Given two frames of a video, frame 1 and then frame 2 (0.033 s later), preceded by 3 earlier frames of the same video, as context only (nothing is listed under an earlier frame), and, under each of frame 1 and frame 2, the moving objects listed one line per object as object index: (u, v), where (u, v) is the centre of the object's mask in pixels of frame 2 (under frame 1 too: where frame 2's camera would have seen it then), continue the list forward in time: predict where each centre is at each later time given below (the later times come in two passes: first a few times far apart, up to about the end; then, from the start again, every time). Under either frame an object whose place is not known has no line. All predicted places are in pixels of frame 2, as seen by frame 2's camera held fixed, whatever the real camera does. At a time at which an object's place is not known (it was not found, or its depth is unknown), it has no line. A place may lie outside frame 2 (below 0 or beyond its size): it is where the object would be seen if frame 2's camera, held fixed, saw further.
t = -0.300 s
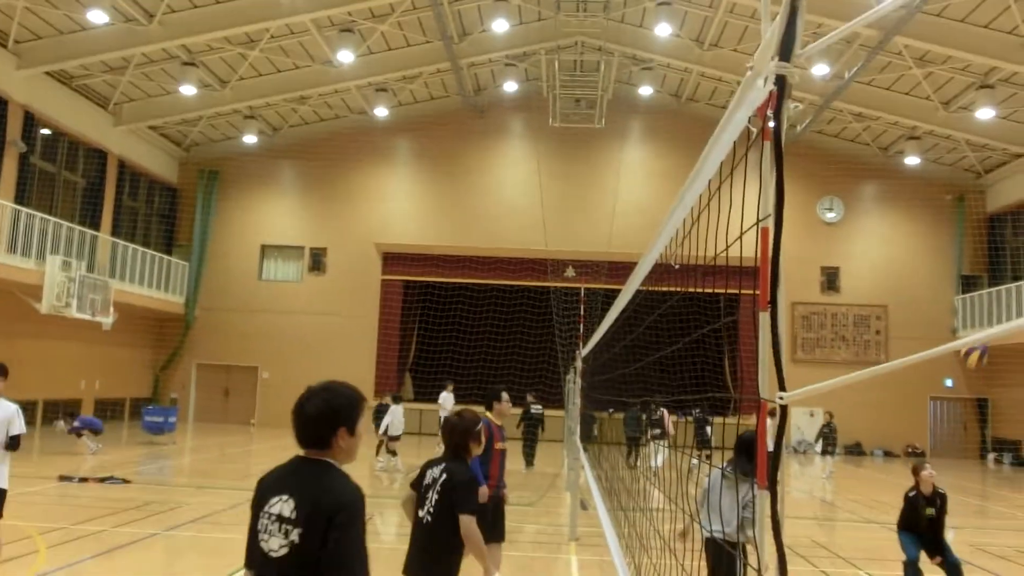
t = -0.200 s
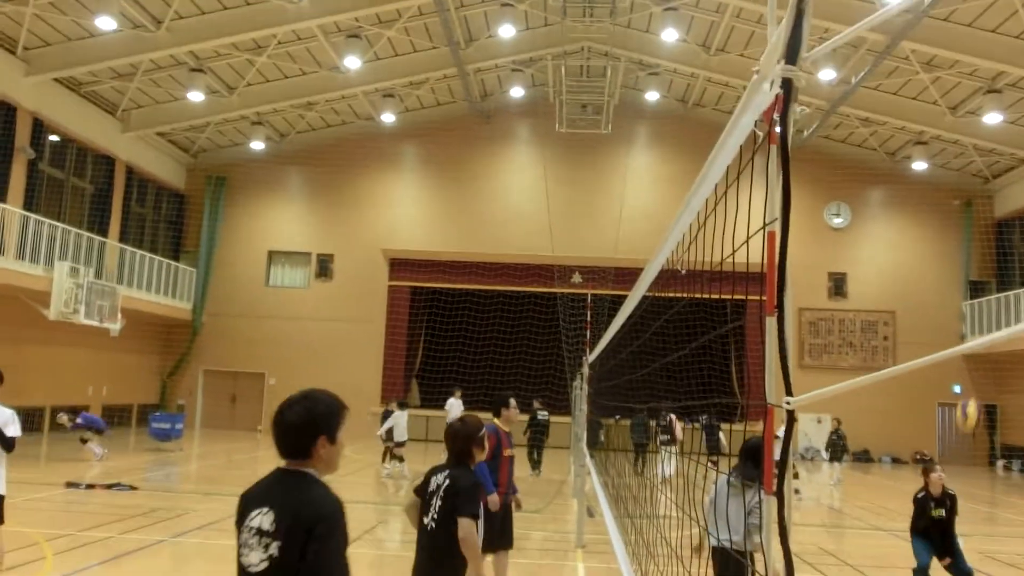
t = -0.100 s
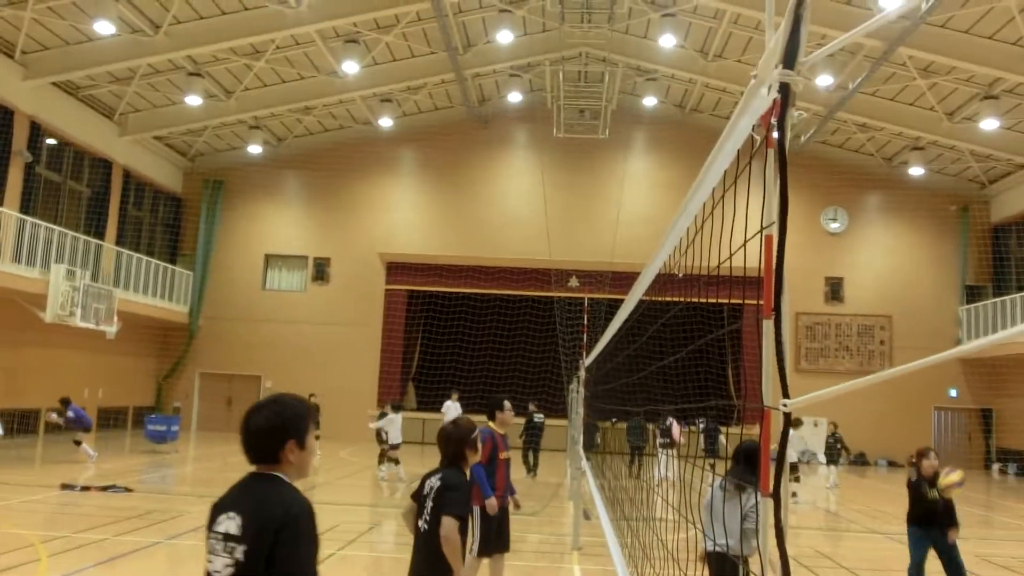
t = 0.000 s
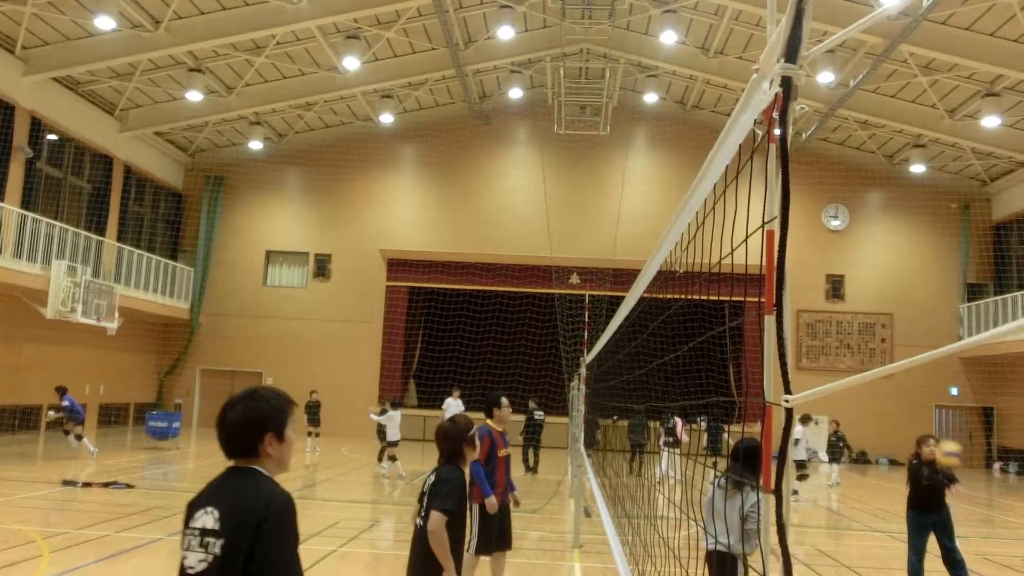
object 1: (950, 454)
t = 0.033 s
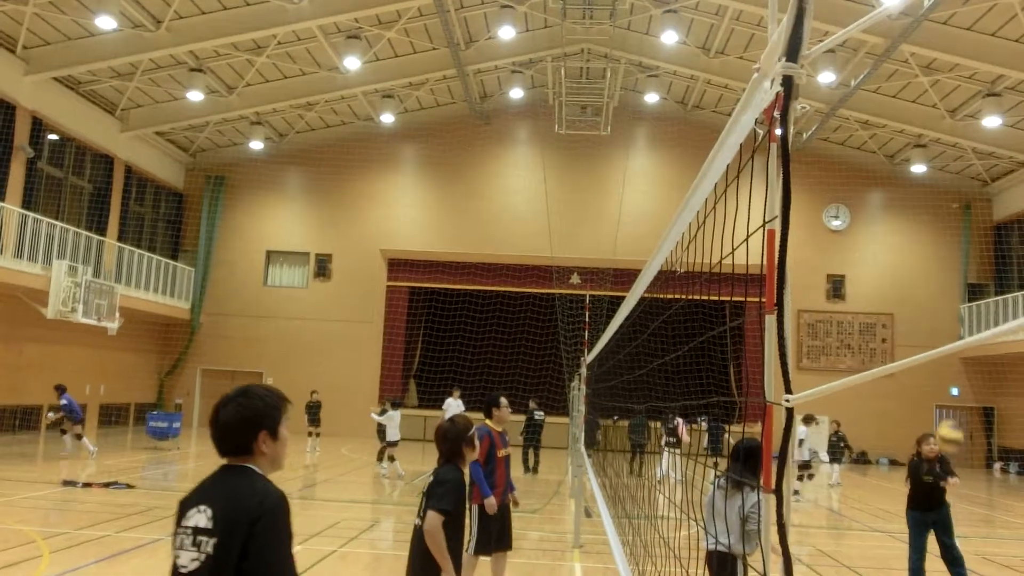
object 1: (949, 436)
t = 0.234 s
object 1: (949, 330)
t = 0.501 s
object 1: (952, 259)
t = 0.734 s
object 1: (954, 270)
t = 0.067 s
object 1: (950, 414)
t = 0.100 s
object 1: (950, 398)
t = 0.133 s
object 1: (950, 379)
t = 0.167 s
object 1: (950, 365)
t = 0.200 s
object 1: (951, 350)
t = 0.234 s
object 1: (949, 330)
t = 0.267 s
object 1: (950, 321)
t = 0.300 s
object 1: (951, 307)
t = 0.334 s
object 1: (951, 297)
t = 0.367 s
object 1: (952, 286)
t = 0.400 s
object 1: (952, 278)
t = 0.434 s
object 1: (951, 269)
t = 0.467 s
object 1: (952, 263)
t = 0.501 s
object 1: (952, 259)
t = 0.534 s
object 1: (953, 255)
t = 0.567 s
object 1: (953, 253)
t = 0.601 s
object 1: (954, 252)
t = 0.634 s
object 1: (955, 255)
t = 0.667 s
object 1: (954, 258)
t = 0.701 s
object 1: (955, 264)
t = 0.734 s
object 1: (954, 270)
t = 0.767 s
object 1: (955, 283)
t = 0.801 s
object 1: (955, 295)
